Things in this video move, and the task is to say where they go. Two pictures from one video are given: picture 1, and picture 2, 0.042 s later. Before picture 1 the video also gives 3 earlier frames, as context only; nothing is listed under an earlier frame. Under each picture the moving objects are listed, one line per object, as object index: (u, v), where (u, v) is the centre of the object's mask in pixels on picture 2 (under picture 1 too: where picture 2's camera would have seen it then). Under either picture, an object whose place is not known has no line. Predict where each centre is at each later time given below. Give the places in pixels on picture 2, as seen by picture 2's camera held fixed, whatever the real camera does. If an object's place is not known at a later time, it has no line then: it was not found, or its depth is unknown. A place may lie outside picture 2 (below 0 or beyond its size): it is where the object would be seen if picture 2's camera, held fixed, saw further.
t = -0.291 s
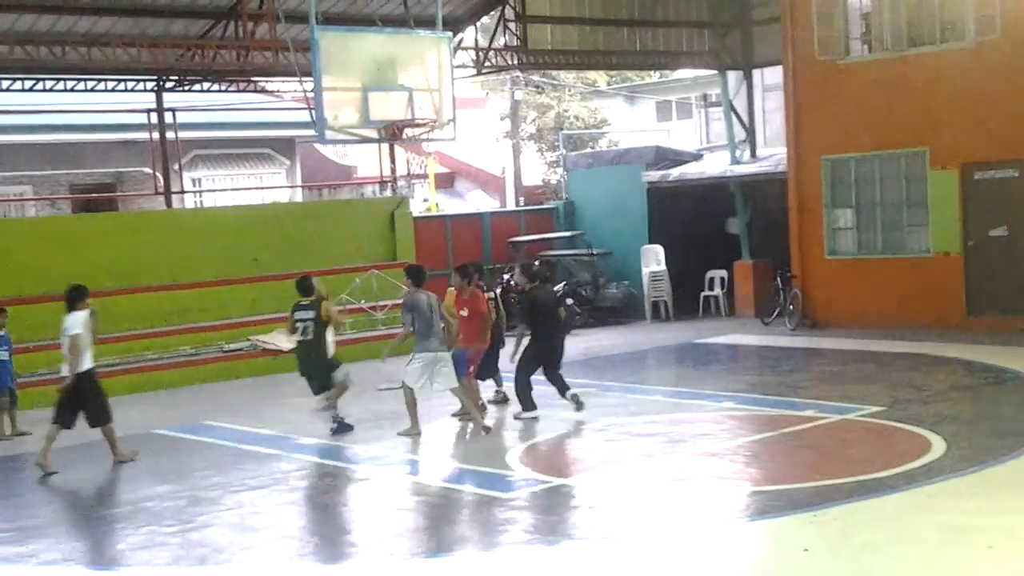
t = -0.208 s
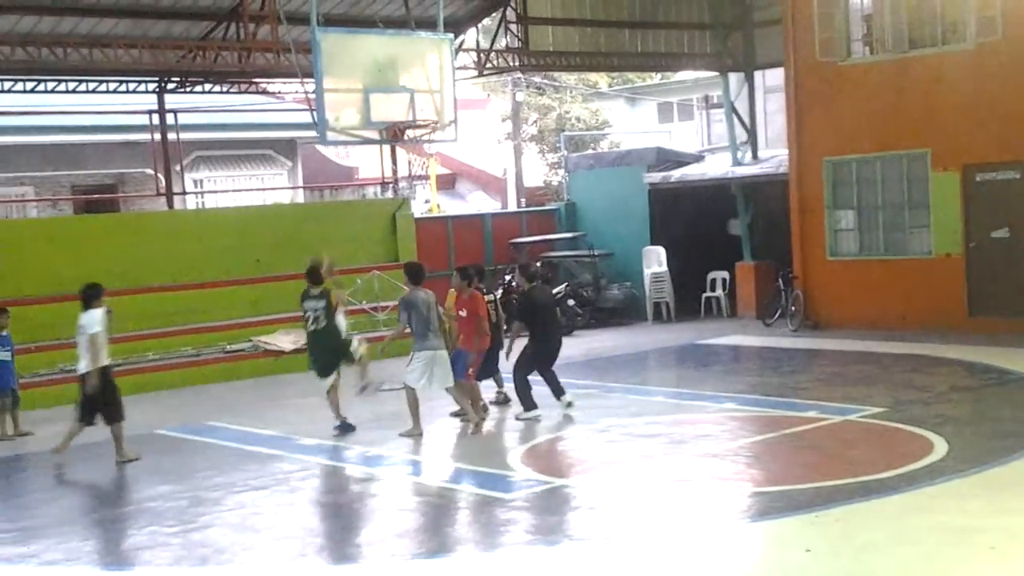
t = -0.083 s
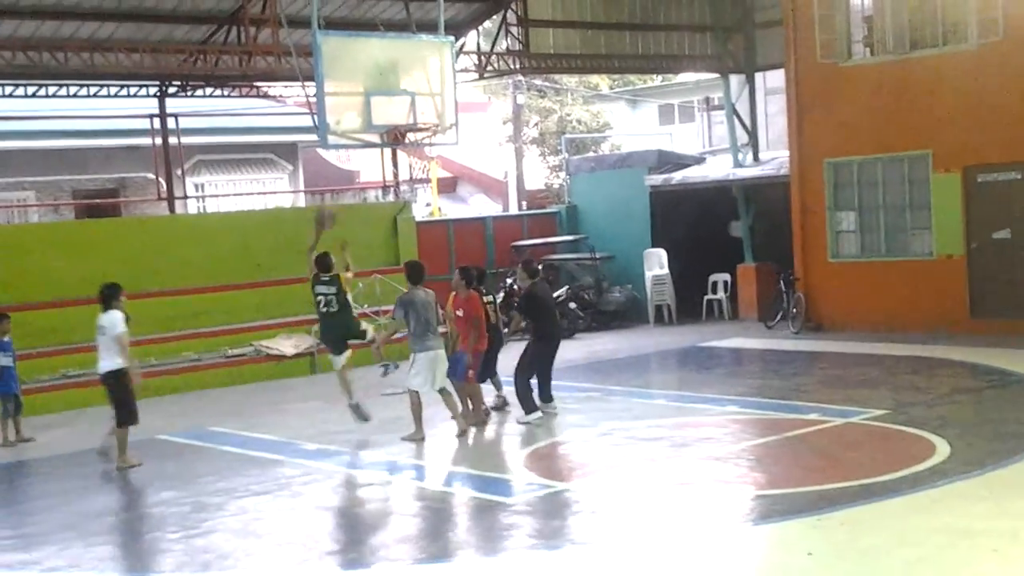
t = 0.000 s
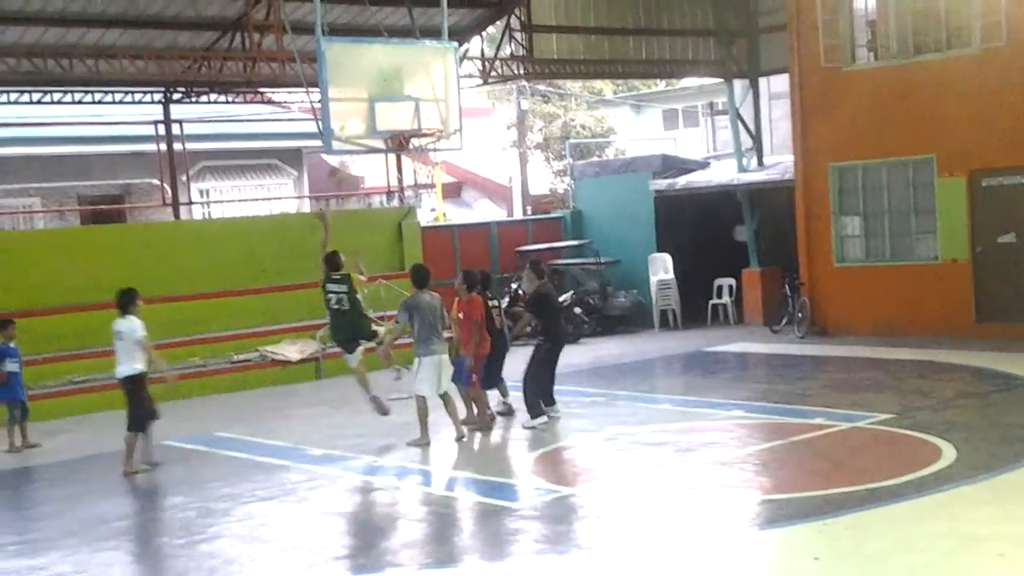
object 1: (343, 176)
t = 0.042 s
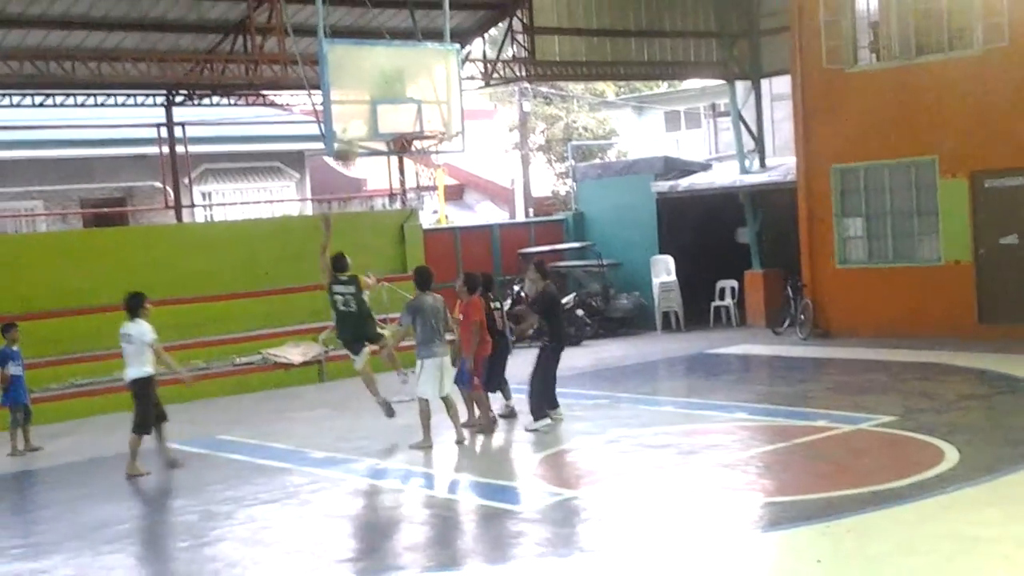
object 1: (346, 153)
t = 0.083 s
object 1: (349, 135)
